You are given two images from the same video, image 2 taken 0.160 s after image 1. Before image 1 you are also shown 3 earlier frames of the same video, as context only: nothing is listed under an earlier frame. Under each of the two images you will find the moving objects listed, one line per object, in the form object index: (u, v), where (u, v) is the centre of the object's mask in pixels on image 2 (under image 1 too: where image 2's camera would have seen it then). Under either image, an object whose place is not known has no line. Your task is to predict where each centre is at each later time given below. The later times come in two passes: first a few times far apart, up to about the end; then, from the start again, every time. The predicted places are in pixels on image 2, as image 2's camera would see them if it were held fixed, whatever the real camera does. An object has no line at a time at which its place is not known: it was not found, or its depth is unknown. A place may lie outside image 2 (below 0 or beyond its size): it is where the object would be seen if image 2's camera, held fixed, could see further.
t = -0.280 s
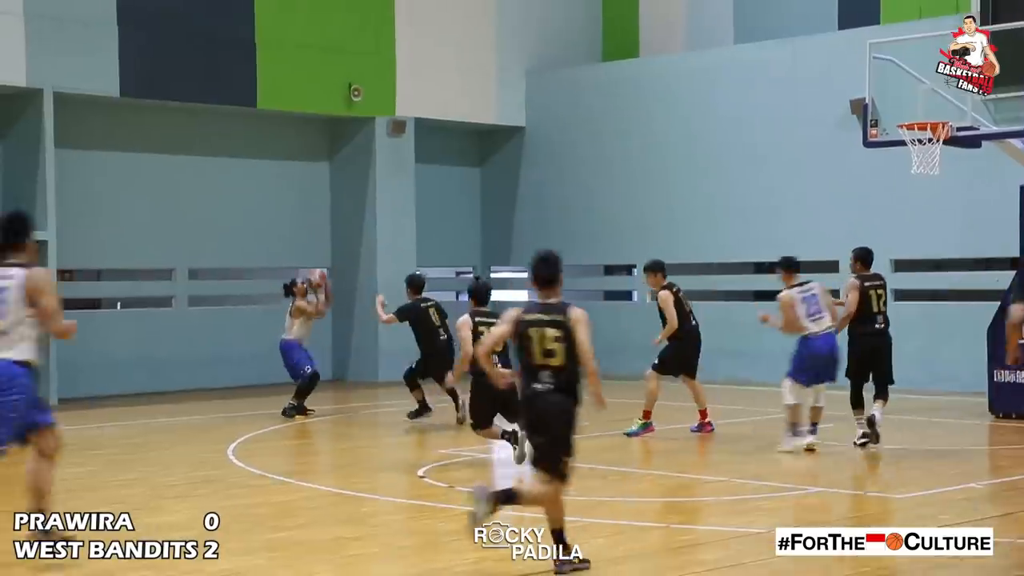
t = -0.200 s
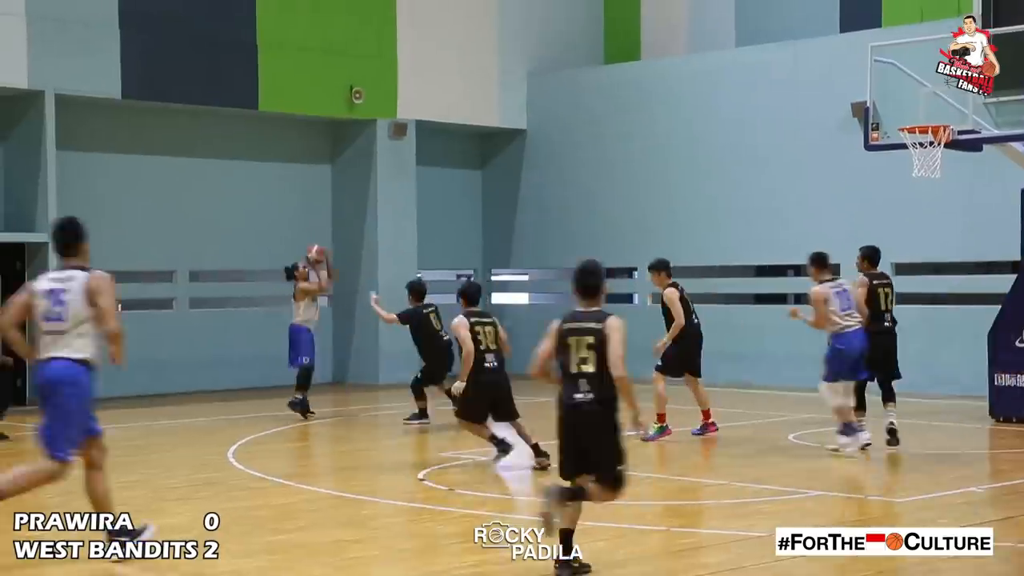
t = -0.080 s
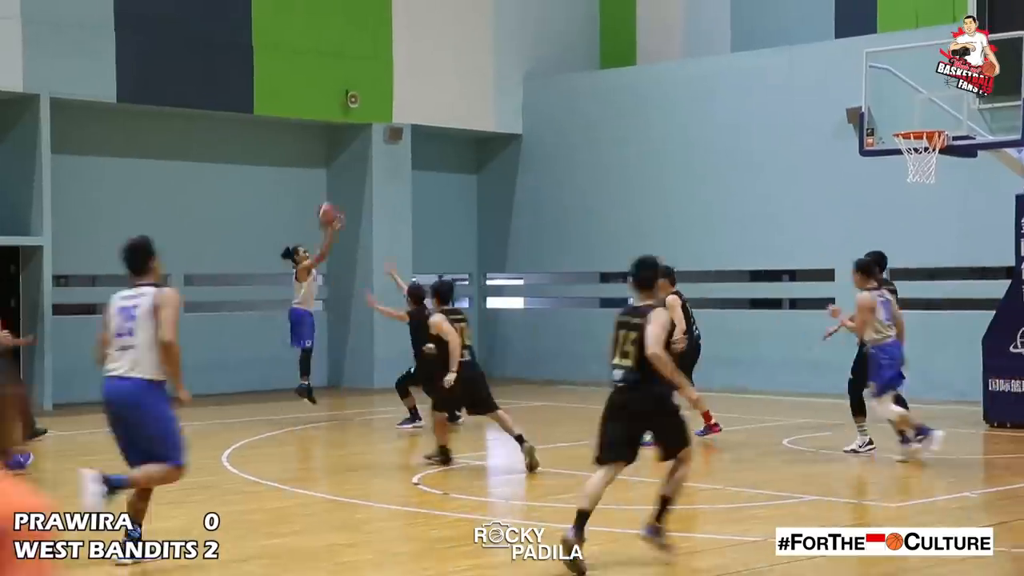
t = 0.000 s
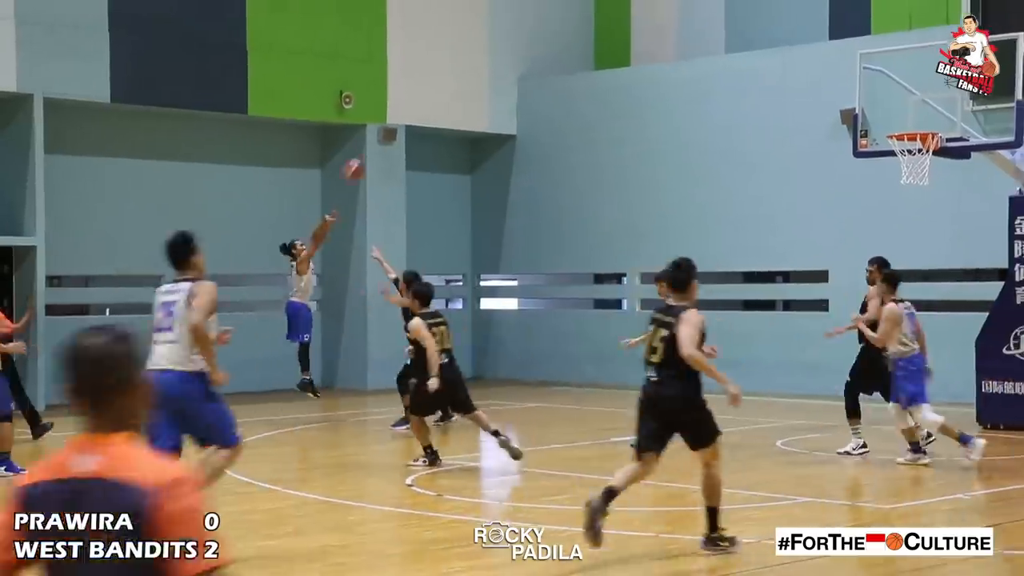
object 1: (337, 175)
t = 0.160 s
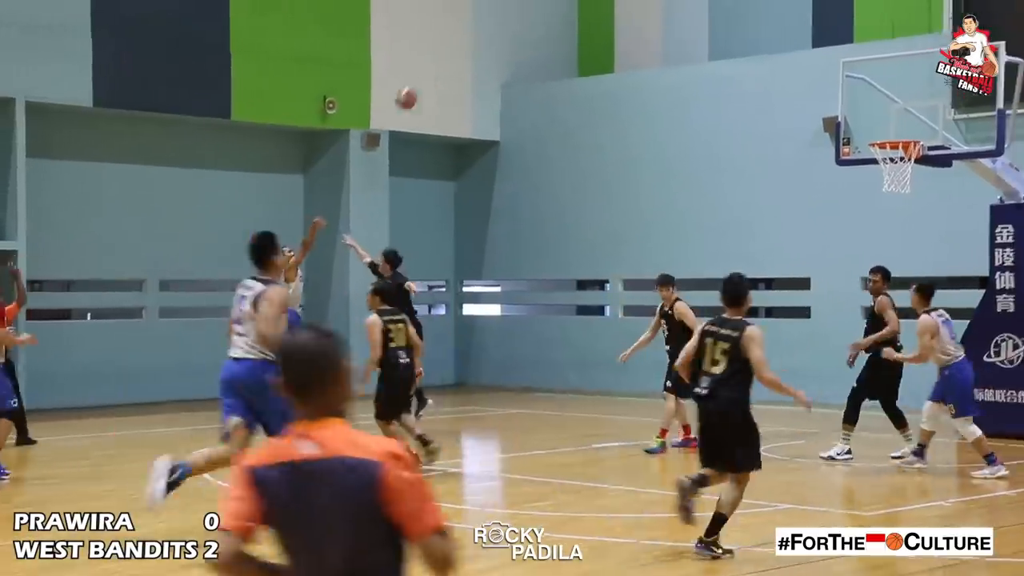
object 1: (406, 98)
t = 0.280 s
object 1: (460, 54)
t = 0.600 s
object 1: (607, -11)
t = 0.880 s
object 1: (743, 6)
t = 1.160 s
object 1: (888, 101)
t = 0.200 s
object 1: (423, 82)
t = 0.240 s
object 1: (442, 68)
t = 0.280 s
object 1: (460, 54)
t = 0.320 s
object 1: (477, 40)
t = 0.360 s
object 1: (496, 29)
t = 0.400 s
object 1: (514, 19)
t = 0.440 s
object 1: (532, 10)
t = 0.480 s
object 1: (550, 3)
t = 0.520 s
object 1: (569, -3)
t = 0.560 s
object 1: (588, -8)
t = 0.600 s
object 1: (607, -11)
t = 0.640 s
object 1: (626, -13)
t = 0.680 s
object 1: (645, -14)
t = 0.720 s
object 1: (664, -13)
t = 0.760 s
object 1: (683, -10)
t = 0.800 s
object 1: (704, -6)
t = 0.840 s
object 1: (723, -1)
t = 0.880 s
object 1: (743, 6)
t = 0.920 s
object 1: (763, 14)
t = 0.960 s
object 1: (783, 24)
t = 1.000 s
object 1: (803, 36)
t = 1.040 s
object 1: (824, 49)
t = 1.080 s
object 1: (846, 64)
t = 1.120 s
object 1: (867, 81)
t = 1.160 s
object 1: (888, 101)
